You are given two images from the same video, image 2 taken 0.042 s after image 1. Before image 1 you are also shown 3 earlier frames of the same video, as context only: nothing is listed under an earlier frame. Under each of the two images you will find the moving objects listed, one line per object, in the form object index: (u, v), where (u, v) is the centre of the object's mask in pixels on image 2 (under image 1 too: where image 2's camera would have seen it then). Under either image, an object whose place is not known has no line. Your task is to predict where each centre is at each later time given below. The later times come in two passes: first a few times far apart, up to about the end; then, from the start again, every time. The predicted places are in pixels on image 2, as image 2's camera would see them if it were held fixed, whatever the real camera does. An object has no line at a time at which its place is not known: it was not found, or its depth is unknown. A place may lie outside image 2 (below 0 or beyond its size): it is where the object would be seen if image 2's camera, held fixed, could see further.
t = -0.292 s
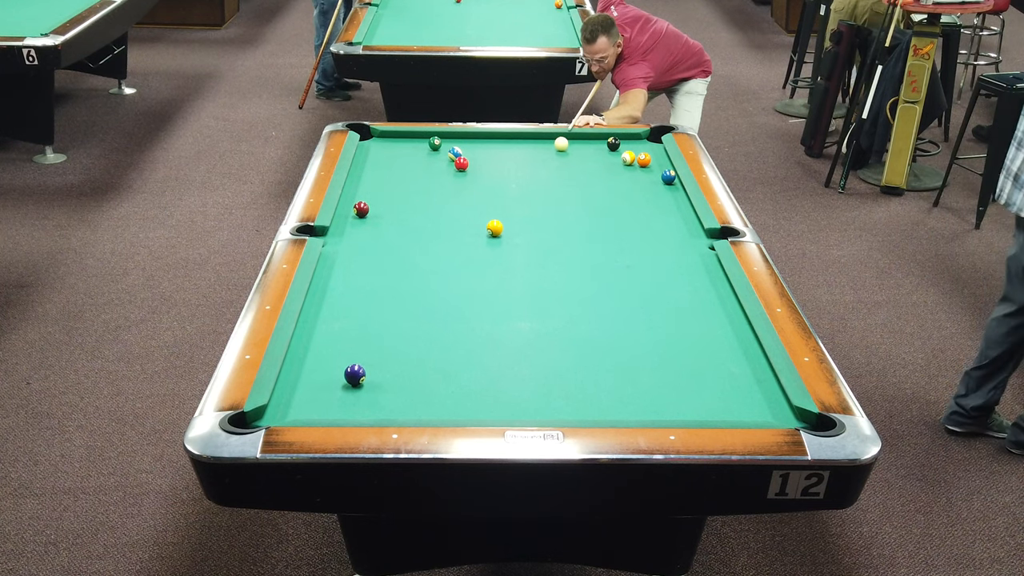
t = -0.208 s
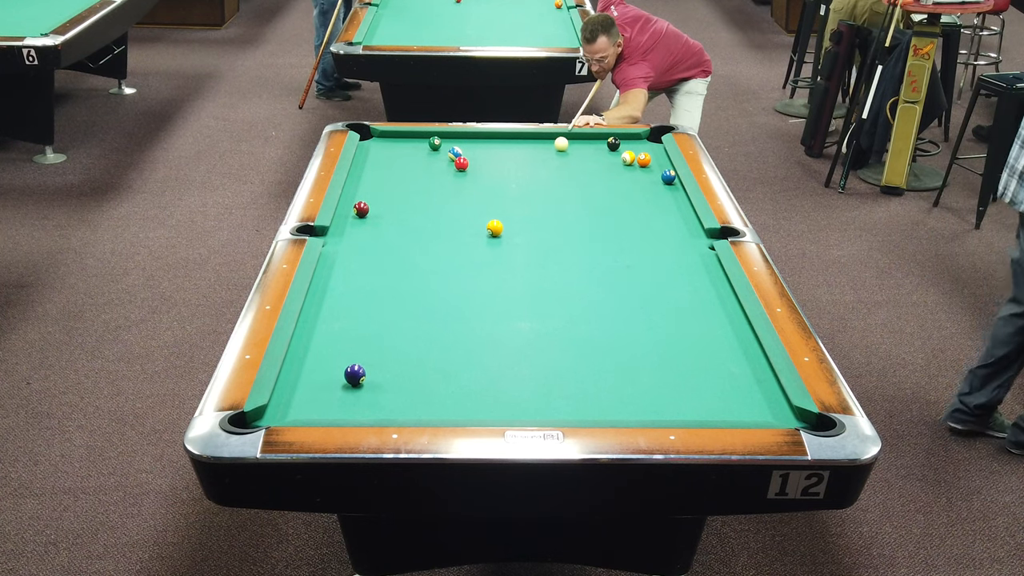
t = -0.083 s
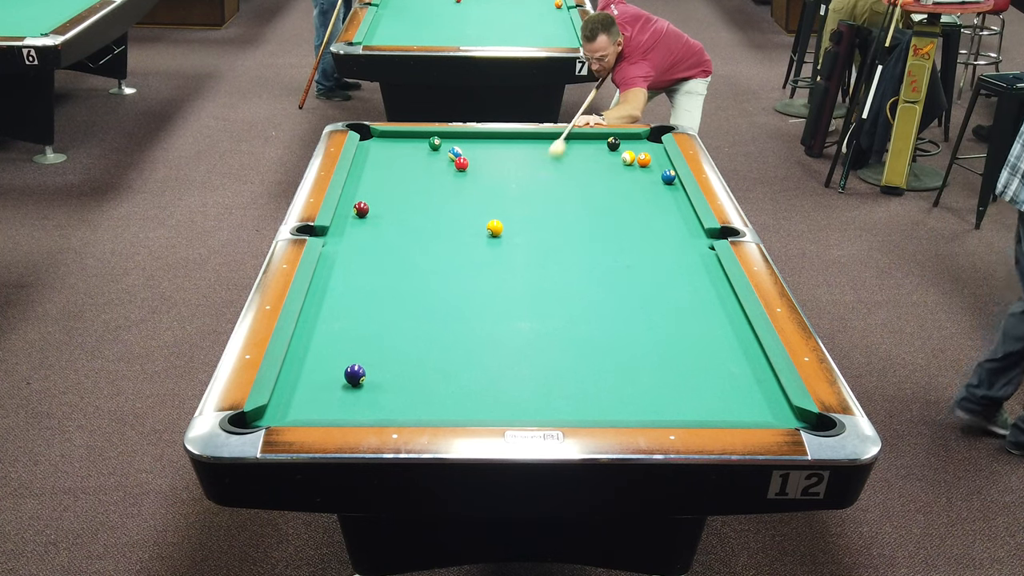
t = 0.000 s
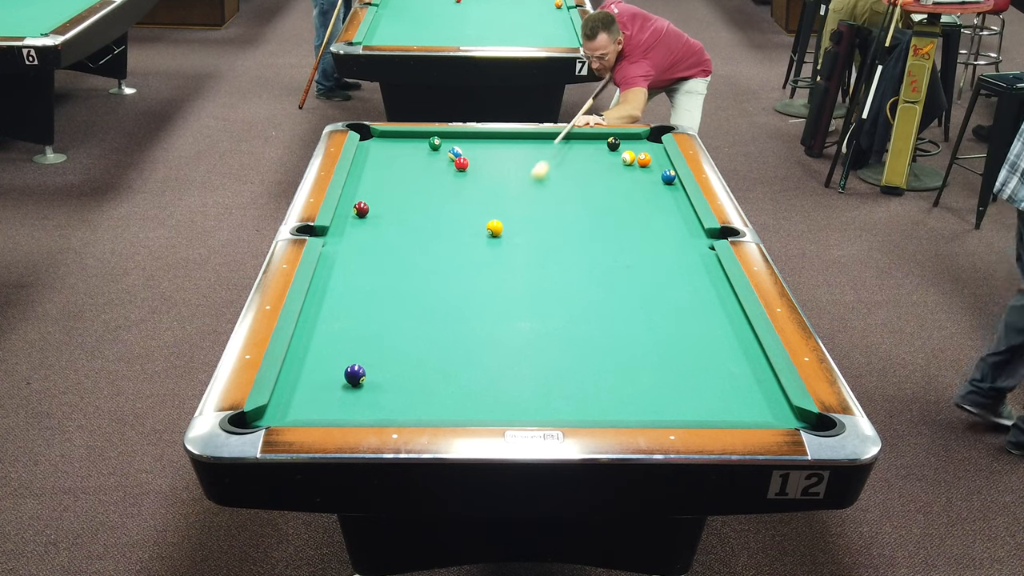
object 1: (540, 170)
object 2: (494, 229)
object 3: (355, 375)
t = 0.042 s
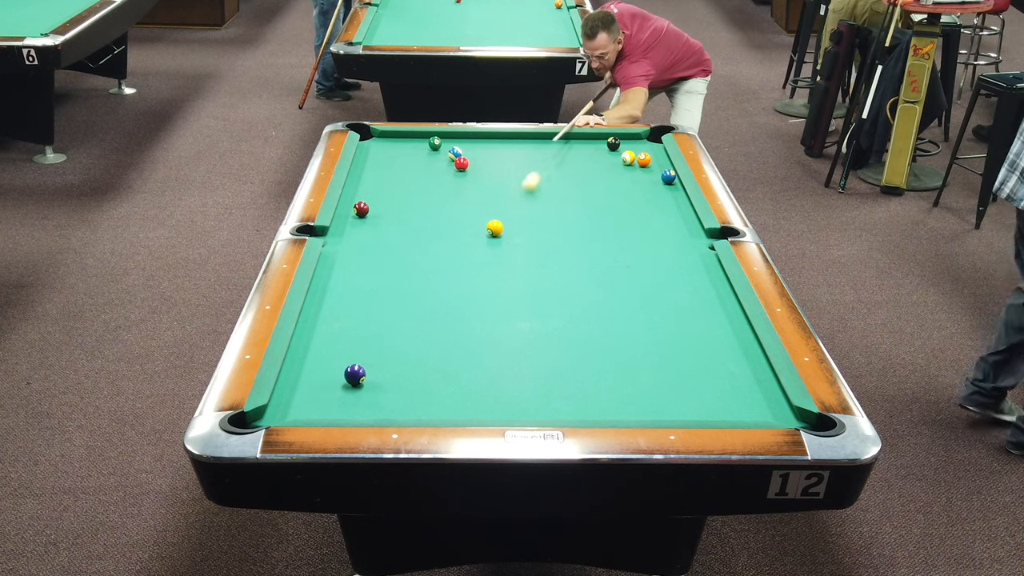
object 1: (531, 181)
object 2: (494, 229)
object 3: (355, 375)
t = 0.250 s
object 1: (505, 225)
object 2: (465, 255)
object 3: (355, 375)
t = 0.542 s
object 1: (510, 248)
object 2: (337, 366)
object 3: (358, 381)
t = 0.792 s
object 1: (504, 281)
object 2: (339, 394)
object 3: (394, 395)
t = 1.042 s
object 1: (498, 317)
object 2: (414, 412)
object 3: (419, 360)
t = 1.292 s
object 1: (491, 358)
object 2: (485, 403)
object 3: (441, 328)
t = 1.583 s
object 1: (481, 410)
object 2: (561, 388)
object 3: (463, 297)
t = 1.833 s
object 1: (474, 389)
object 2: (619, 376)
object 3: (479, 273)
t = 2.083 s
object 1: (468, 362)
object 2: (675, 365)
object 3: (493, 252)
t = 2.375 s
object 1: (462, 335)
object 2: (735, 353)
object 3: (507, 231)
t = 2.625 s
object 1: (456, 314)
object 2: (730, 342)
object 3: (518, 214)
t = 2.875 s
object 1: (452, 295)
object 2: (696, 330)
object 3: (528, 199)
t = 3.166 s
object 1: (446, 276)
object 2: (660, 318)
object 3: (538, 184)
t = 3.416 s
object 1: (442, 261)
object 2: (631, 309)
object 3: (546, 171)
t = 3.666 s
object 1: (439, 247)
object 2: (605, 300)
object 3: (553, 160)
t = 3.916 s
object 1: (435, 234)
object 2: (580, 292)
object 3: (559, 150)
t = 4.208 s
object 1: (431, 221)
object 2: (553, 283)
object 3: (566, 139)
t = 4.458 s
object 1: (428, 211)
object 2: (532, 276)
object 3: (571, 139)
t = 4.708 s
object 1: (425, 201)
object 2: (512, 270)
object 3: (577, 144)
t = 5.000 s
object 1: (421, 191)
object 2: (491, 262)
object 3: (583, 151)
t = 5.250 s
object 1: (418, 184)
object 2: (474, 257)
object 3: (588, 156)
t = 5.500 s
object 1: (415, 176)
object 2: (459, 252)
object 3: (593, 160)
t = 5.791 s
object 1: (412, 169)
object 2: (443, 247)
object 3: (598, 165)
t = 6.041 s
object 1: (410, 163)
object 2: (430, 242)
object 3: (602, 170)
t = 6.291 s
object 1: (408, 157)
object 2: (418, 239)
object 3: (606, 173)
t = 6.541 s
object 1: (406, 152)
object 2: (408, 235)
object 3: (609, 177)
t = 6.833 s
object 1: (404, 147)
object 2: (397, 232)
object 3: (613, 181)
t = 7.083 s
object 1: (403, 143)
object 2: (389, 229)
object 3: (614, 184)
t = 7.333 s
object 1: (401, 139)
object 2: (381, 227)
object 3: (616, 186)
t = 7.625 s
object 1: (400, 135)
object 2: (373, 225)
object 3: (617, 188)
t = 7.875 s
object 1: (398, 136)
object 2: (368, 223)
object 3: (617, 190)
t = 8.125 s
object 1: (397, 137)
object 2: (363, 222)
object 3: (618, 191)
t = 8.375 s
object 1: (396, 138)
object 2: (359, 221)
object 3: (618, 192)
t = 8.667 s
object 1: (395, 139)
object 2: (356, 220)
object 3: (618, 193)
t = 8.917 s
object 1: (394, 140)
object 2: (355, 220)
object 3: (617, 193)
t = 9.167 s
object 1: (394, 140)
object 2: (354, 220)
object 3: (617, 193)
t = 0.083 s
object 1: (522, 193)
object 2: (494, 229)
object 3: (355, 375)
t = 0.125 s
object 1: (512, 206)
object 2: (494, 228)
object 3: (355, 375)
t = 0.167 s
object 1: (503, 217)
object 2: (494, 229)
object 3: (355, 375)
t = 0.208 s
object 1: (503, 224)
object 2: (480, 240)
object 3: (355, 375)
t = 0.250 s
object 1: (505, 225)
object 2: (465, 255)
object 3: (355, 375)
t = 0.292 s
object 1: (507, 227)
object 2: (449, 270)
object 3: (355, 375)
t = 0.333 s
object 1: (509, 230)
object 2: (432, 286)
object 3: (355, 375)
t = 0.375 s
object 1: (509, 232)
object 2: (414, 302)
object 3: (355, 375)
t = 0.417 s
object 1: (510, 236)
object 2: (397, 319)
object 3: (355, 375)
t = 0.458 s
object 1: (511, 240)
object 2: (379, 336)
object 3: (355, 375)
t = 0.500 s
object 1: (510, 244)
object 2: (360, 353)
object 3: (355, 375)
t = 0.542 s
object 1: (510, 248)
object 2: (337, 366)
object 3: (358, 381)
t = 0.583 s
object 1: (509, 253)
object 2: (311, 372)
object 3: (366, 395)
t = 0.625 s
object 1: (508, 259)
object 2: (290, 378)
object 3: (373, 407)
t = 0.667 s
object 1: (507, 264)
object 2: (302, 382)
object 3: (380, 412)
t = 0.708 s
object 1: (506, 269)
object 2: (315, 386)
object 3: (385, 408)
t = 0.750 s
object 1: (505, 275)
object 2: (327, 389)
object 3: (390, 402)
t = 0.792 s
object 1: (504, 281)
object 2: (339, 394)
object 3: (394, 395)
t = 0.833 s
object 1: (503, 287)
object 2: (352, 398)
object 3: (399, 389)
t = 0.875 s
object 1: (502, 292)
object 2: (364, 402)
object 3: (403, 383)
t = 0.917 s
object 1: (501, 299)
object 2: (376, 405)
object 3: (408, 377)
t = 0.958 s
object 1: (500, 305)
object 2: (388, 408)
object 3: (411, 371)
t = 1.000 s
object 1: (499, 311)
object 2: (401, 410)
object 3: (416, 365)
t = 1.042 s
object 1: (498, 317)
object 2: (414, 412)
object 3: (419, 360)
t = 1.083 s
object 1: (497, 323)
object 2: (427, 411)
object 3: (424, 354)
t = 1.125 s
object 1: (496, 330)
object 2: (438, 409)
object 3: (427, 349)
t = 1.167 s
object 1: (495, 337)
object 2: (450, 408)
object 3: (431, 343)
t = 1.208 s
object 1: (494, 344)
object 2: (461, 406)
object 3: (434, 338)
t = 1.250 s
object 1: (492, 351)
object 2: (474, 405)
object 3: (438, 333)
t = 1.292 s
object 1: (491, 358)
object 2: (485, 403)
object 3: (441, 328)
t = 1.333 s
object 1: (490, 366)
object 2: (496, 401)
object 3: (444, 324)
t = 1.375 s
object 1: (488, 373)
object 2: (507, 399)
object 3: (448, 319)
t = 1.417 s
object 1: (487, 381)
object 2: (518, 397)
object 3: (451, 314)
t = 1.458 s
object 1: (486, 389)
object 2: (529, 395)
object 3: (454, 310)
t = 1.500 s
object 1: (484, 397)
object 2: (539, 393)
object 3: (457, 305)
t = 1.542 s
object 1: (483, 405)
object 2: (550, 390)
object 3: (460, 301)
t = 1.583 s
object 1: (481, 410)
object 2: (561, 388)
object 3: (463, 297)
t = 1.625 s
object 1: (480, 411)
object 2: (571, 386)
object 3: (466, 293)
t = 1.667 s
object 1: (478, 407)
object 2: (581, 384)
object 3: (468, 289)
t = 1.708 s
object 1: (477, 403)
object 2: (590, 382)
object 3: (471, 285)
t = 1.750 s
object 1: (476, 398)
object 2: (601, 380)
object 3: (474, 281)
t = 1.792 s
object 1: (475, 394)
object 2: (610, 378)
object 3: (476, 278)
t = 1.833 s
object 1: (474, 389)
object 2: (619, 376)
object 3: (479, 273)
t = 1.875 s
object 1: (473, 384)
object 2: (629, 374)
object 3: (481, 270)
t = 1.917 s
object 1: (472, 379)
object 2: (639, 373)
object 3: (484, 267)
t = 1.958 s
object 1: (471, 375)
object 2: (648, 371)
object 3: (486, 263)
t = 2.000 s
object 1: (470, 371)
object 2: (657, 369)
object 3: (488, 260)
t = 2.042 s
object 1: (469, 366)
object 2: (666, 367)
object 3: (491, 256)
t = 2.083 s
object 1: (468, 362)
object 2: (675, 365)
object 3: (493, 252)
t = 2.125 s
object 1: (467, 358)
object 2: (684, 363)
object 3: (495, 249)
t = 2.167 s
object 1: (466, 354)
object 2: (693, 362)
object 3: (497, 246)
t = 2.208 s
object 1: (465, 350)
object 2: (702, 359)
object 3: (499, 243)
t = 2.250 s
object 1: (464, 346)
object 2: (710, 358)
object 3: (502, 240)
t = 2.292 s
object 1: (463, 342)
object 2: (719, 356)
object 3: (504, 236)
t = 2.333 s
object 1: (462, 338)
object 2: (727, 355)
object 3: (505, 234)
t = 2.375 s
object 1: (462, 335)
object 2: (735, 353)
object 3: (507, 231)
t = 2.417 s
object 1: (461, 331)
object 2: (744, 351)
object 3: (509, 228)
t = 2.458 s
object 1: (460, 328)
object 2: (752, 350)
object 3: (511, 225)
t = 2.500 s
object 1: (459, 324)
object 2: (749, 348)
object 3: (513, 222)
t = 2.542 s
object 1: (458, 321)
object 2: (742, 346)
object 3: (515, 219)
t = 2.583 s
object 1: (457, 317)
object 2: (736, 344)
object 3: (516, 217)
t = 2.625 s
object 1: (456, 314)
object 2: (730, 342)
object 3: (518, 214)
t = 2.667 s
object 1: (456, 311)
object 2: (724, 340)
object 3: (520, 211)
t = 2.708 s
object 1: (455, 308)
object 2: (719, 338)
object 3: (522, 209)
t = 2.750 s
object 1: (454, 304)
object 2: (713, 336)
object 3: (523, 206)
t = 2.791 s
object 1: (453, 301)
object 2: (707, 334)
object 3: (525, 204)
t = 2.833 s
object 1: (452, 298)
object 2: (702, 332)
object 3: (526, 202)
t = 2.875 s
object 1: (452, 295)
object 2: (696, 330)
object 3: (528, 199)
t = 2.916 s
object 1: (451, 292)
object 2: (691, 329)
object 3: (530, 197)
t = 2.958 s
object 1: (450, 290)
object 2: (686, 327)
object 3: (531, 194)
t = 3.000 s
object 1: (449, 287)
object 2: (680, 325)
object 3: (533, 192)
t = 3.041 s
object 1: (449, 284)
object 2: (675, 323)
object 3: (534, 190)
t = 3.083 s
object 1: (448, 281)
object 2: (670, 322)
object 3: (535, 188)
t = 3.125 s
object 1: (447, 278)
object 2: (665, 320)
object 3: (537, 186)
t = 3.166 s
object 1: (446, 276)
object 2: (660, 318)
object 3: (538, 184)
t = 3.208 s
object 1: (446, 273)
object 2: (655, 317)
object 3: (539, 181)
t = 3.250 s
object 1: (445, 271)
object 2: (650, 315)
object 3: (541, 179)
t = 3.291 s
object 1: (444, 268)
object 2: (646, 313)
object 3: (542, 177)
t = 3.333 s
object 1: (444, 265)
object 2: (641, 312)
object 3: (543, 175)
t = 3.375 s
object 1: (443, 263)
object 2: (636, 310)
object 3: (545, 173)
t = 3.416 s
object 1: (442, 261)
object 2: (631, 309)
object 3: (546, 171)
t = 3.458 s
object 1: (442, 258)
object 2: (627, 307)
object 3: (547, 169)
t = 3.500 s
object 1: (441, 256)
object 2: (623, 306)
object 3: (548, 167)
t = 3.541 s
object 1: (440, 253)
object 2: (618, 304)
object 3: (549, 166)
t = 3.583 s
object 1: (440, 251)
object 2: (614, 303)
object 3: (551, 164)
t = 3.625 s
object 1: (439, 249)
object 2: (609, 301)
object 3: (552, 162)
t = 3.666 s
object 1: (439, 247)
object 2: (605, 300)
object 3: (553, 160)
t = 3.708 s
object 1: (438, 245)
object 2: (601, 299)
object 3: (554, 158)
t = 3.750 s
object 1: (438, 242)
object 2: (596, 297)
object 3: (555, 157)
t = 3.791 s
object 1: (437, 241)
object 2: (592, 296)
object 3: (556, 155)
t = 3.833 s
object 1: (436, 238)
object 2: (588, 294)
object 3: (557, 153)
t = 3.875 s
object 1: (436, 236)
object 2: (584, 293)
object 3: (558, 152)
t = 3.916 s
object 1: (435, 234)
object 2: (580, 292)
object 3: (559, 150)
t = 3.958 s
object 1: (434, 232)
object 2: (576, 291)
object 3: (560, 148)
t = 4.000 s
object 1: (434, 230)
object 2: (572, 289)
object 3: (561, 147)
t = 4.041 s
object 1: (433, 229)
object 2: (568, 288)
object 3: (562, 145)
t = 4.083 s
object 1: (433, 227)
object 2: (565, 287)
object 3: (563, 143)
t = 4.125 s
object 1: (432, 225)
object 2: (561, 285)
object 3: (564, 142)
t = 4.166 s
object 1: (431, 223)
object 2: (557, 284)
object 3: (565, 140)
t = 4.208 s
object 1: (431, 221)
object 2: (553, 283)
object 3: (566, 139)
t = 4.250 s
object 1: (430, 219)
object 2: (550, 282)
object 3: (567, 138)
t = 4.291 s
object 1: (430, 218)
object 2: (546, 280)
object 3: (568, 136)
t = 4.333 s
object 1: (429, 216)
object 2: (543, 279)
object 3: (568, 137)
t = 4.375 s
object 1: (429, 214)
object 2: (539, 278)
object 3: (569, 137)
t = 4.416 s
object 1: (428, 212)
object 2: (536, 277)
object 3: (570, 138)
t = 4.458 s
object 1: (428, 211)
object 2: (532, 276)
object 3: (571, 139)
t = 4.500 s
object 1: (427, 209)
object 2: (529, 275)
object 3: (572, 140)
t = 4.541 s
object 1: (427, 207)
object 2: (525, 274)
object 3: (573, 141)
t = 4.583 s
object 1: (426, 206)
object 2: (522, 273)
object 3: (574, 142)
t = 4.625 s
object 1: (425, 204)
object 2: (519, 271)
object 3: (575, 143)
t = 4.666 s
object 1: (425, 203)
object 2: (515, 271)
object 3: (576, 143)
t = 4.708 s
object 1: (425, 201)
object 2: (512, 270)
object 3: (577, 144)
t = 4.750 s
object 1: (424, 200)
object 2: (509, 269)
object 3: (578, 145)
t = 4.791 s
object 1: (423, 198)
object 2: (506, 267)
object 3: (578, 146)
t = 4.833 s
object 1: (423, 197)
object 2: (503, 266)
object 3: (579, 147)
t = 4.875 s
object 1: (422, 196)
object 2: (500, 265)
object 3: (580, 148)
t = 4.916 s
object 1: (422, 194)
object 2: (497, 264)
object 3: (581, 149)
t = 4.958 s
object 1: (421, 193)
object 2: (494, 263)
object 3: (582, 150)
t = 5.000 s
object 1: (421, 191)
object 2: (491, 262)
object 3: (583, 151)
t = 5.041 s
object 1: (420, 190)
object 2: (488, 261)
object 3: (584, 152)
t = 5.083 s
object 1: (420, 189)
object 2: (485, 261)
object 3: (584, 152)
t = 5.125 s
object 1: (419, 187)
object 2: (482, 259)
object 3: (585, 153)
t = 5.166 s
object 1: (419, 186)
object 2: (480, 259)
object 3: (586, 154)
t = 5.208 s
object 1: (418, 185)
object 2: (477, 258)
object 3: (587, 155)
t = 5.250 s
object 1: (418, 184)
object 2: (474, 257)
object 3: (588, 156)
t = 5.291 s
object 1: (417, 182)
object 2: (472, 256)
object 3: (589, 156)
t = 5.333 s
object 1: (417, 181)
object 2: (469, 255)
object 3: (590, 157)
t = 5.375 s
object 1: (416, 180)
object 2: (467, 254)
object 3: (590, 158)
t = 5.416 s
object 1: (416, 179)
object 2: (464, 254)
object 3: (591, 159)
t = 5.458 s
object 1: (415, 178)
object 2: (462, 253)
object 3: (592, 160)
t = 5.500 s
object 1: (415, 176)
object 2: (459, 252)
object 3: (593, 160)
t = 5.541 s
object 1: (415, 175)
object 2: (457, 251)
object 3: (593, 161)
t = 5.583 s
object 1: (414, 174)
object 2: (454, 250)
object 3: (594, 162)
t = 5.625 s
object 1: (414, 173)
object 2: (452, 250)
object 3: (595, 162)
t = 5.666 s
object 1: (414, 172)
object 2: (450, 249)
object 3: (596, 163)
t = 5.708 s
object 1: (413, 171)
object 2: (447, 248)
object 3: (597, 164)
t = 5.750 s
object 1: (413, 170)
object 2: (445, 248)
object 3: (597, 165)
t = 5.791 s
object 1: (412, 169)
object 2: (443, 247)
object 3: (598, 165)
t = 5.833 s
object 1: (412, 168)
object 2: (440, 246)
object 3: (599, 166)
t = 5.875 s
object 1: (411, 167)
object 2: (439, 245)
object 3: (599, 167)
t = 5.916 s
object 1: (411, 166)
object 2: (436, 244)
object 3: (600, 167)
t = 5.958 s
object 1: (411, 165)
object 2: (434, 244)
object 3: (601, 168)
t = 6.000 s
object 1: (410, 164)
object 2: (432, 243)
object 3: (602, 169)
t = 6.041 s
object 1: (410, 163)
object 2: (430, 242)
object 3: (602, 170)
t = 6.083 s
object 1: (410, 162)
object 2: (428, 242)
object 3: (603, 170)
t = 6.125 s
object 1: (409, 161)
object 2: (426, 241)
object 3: (603, 171)
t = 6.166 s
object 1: (409, 160)
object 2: (424, 241)
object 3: (604, 172)
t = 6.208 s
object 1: (409, 159)
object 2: (422, 240)
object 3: (605, 172)
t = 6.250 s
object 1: (408, 158)
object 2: (420, 239)
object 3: (605, 173)
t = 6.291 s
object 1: (408, 157)
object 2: (418, 239)
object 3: (606, 173)
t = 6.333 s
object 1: (408, 157)
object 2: (416, 238)
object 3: (607, 174)
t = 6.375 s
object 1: (407, 156)
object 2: (414, 238)
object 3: (607, 175)
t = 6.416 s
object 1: (407, 155)
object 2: (413, 237)
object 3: (608, 175)
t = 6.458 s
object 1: (407, 154)
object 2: (411, 237)
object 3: (608, 176)
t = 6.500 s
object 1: (407, 153)
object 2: (410, 236)
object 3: (609, 176)
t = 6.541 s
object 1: (406, 152)
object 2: (408, 235)
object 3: (609, 177)
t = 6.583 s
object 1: (406, 152)
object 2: (406, 235)
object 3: (610, 178)
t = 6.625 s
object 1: (406, 151)
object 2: (405, 234)
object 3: (610, 178)
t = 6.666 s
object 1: (406, 150)
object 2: (403, 234)
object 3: (611, 179)
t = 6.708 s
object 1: (405, 149)
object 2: (401, 233)
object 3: (611, 179)
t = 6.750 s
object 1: (405, 148)
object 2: (400, 233)
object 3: (612, 179)
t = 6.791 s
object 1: (405, 148)
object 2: (398, 233)
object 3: (612, 180)
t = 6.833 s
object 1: (404, 147)
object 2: (397, 232)
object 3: (613, 181)
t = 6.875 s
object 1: (404, 146)
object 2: (396, 232)
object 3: (613, 181)
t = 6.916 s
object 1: (404, 146)
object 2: (394, 231)
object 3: (613, 182)
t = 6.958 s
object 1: (403, 145)
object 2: (393, 231)
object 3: (613, 182)
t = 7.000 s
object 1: (403, 144)
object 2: (391, 230)
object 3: (614, 183)
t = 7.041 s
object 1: (403, 143)
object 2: (390, 230)
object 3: (614, 183)
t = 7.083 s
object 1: (403, 143)
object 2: (389, 229)
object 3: (614, 184)
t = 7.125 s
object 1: (402, 142)
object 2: (387, 229)
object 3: (615, 184)
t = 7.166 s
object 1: (402, 142)
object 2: (386, 229)
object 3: (615, 184)
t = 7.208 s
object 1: (402, 141)
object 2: (384, 228)
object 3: (615, 185)
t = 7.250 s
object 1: (401, 140)
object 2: (383, 228)
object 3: (615, 185)
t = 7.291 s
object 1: (401, 140)
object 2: (382, 227)
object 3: (616, 186)
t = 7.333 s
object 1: (401, 139)
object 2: (381, 227)
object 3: (616, 186)
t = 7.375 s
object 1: (401, 138)
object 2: (380, 227)
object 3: (616, 187)
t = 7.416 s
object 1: (401, 138)
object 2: (379, 227)
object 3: (616, 187)
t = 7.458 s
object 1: (400, 137)
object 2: (377, 226)
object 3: (616, 187)
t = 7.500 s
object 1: (400, 137)
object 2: (376, 226)
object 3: (616, 187)
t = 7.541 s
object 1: (400, 136)
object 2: (375, 226)
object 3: (616, 188)
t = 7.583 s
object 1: (400, 136)
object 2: (374, 225)
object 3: (617, 188)
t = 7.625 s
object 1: (400, 135)
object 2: (373, 225)
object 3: (617, 188)
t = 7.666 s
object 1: (400, 135)
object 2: (372, 225)
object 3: (617, 189)
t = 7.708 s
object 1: (399, 135)
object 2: (371, 225)
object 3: (617, 189)
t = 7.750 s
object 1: (399, 135)
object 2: (371, 224)
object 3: (617, 189)
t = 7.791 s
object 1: (399, 135)
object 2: (370, 224)
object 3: (617, 190)
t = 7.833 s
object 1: (399, 136)
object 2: (369, 224)
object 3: (617, 190)
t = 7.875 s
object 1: (398, 136)
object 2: (368, 223)
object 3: (617, 190)
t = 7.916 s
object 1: (398, 136)
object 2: (367, 223)
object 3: (618, 190)
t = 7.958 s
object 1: (398, 136)
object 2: (366, 223)
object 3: (618, 191)
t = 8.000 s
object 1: (398, 136)
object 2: (365, 222)
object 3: (618, 191)
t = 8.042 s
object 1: (397, 137)
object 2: (364, 222)
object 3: (618, 191)
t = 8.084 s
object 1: (397, 137)
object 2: (364, 222)
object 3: (618, 191)
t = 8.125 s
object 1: (397, 137)
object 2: (363, 222)
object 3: (618, 191)
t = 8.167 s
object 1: (397, 137)
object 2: (362, 222)
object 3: (618, 192)
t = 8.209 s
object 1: (396, 138)
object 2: (362, 222)
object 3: (618, 192)
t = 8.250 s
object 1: (396, 138)
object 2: (361, 222)
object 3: (618, 192)
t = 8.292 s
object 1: (396, 138)
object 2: (360, 222)
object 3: (618, 192)
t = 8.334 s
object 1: (396, 138)
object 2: (360, 221)
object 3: (618, 192)
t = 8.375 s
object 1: (396, 138)
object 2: (359, 221)
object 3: (618, 192)
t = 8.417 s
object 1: (396, 138)
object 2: (359, 221)
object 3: (618, 192)
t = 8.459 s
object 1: (395, 139)
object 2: (358, 221)
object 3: (618, 192)
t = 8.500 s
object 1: (395, 139)
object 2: (358, 221)
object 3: (618, 192)
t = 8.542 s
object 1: (395, 139)
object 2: (358, 221)
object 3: (618, 193)
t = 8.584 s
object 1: (395, 139)
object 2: (357, 221)
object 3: (618, 193)
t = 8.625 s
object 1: (395, 139)
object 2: (357, 220)
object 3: (618, 193)
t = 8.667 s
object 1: (395, 139)
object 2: (356, 220)
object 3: (618, 193)
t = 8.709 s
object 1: (395, 139)
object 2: (356, 221)
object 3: (617, 193)
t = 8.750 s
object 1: (395, 139)
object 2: (356, 220)
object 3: (617, 193)
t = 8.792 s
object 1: (394, 139)
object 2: (355, 220)
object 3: (617, 193)
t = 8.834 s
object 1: (394, 140)
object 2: (355, 220)
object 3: (617, 193)
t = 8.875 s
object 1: (394, 140)
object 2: (355, 220)
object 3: (617, 193)
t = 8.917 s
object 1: (394, 140)
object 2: (355, 220)
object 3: (617, 193)
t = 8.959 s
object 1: (394, 140)
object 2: (354, 220)
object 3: (617, 193)
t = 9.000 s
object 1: (394, 140)
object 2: (354, 220)
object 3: (617, 193)
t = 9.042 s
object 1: (394, 140)
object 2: (354, 220)
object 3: (617, 193)
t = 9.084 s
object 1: (394, 140)
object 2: (354, 220)
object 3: (617, 193)
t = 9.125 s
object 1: (394, 140)
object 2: (354, 220)
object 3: (617, 193)
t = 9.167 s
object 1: (394, 140)
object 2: (354, 220)
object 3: (617, 193)
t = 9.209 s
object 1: (394, 140)
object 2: (354, 220)
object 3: (617, 193)
